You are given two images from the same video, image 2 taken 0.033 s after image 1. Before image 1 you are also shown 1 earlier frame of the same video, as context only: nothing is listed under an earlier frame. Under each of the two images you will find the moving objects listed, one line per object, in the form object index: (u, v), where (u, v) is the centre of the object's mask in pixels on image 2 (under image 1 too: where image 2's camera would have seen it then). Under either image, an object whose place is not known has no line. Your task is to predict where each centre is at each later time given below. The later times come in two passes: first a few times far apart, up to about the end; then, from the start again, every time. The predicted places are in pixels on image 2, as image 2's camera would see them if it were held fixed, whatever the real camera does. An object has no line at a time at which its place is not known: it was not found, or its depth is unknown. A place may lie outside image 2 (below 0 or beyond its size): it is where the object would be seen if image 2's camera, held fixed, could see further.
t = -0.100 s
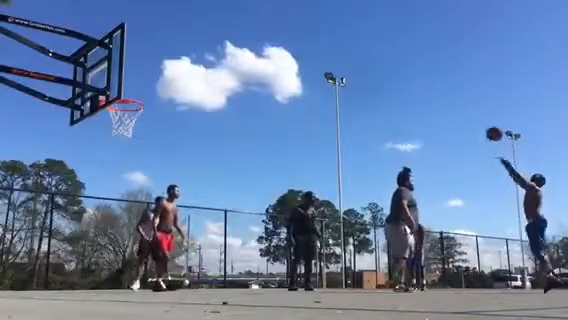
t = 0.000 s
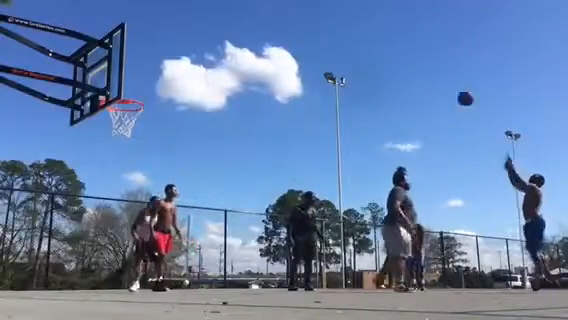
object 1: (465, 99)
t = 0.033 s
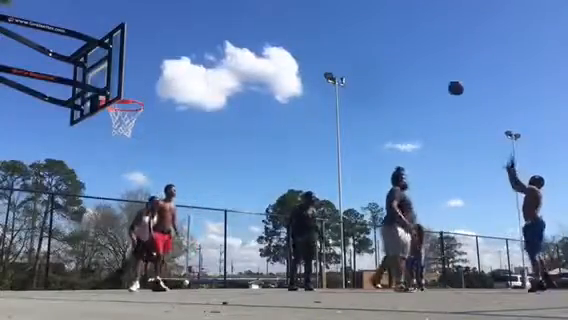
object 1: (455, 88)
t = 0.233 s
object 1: (399, 39)
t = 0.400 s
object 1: (352, 13)
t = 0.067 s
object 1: (445, 78)
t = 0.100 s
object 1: (436, 69)
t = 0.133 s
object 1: (427, 60)
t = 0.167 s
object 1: (417, 52)
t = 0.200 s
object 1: (408, 45)
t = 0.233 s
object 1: (399, 39)
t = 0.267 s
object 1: (389, 32)
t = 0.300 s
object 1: (381, 26)
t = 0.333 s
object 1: (371, 21)
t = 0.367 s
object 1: (362, 17)
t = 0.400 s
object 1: (352, 13)
